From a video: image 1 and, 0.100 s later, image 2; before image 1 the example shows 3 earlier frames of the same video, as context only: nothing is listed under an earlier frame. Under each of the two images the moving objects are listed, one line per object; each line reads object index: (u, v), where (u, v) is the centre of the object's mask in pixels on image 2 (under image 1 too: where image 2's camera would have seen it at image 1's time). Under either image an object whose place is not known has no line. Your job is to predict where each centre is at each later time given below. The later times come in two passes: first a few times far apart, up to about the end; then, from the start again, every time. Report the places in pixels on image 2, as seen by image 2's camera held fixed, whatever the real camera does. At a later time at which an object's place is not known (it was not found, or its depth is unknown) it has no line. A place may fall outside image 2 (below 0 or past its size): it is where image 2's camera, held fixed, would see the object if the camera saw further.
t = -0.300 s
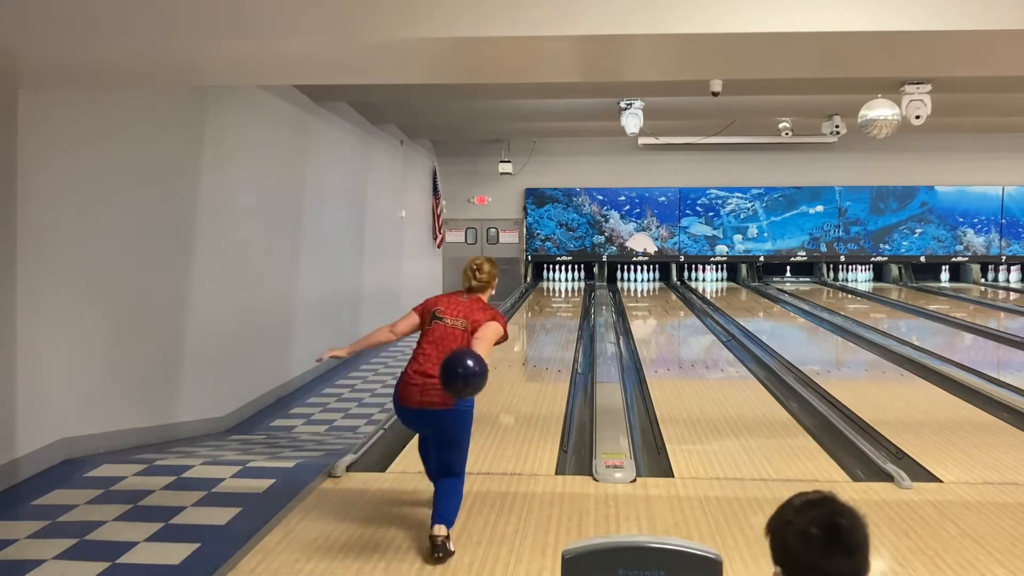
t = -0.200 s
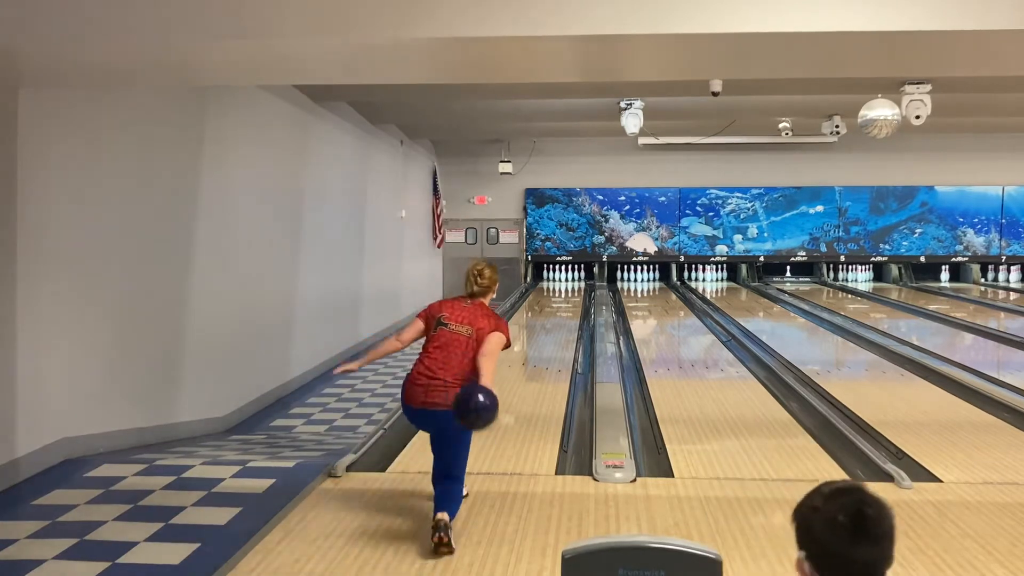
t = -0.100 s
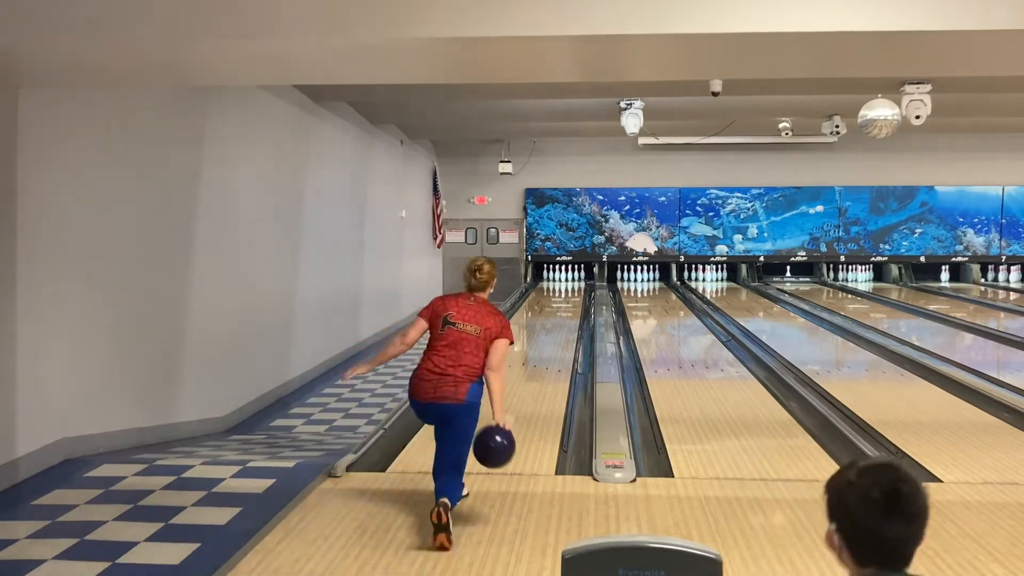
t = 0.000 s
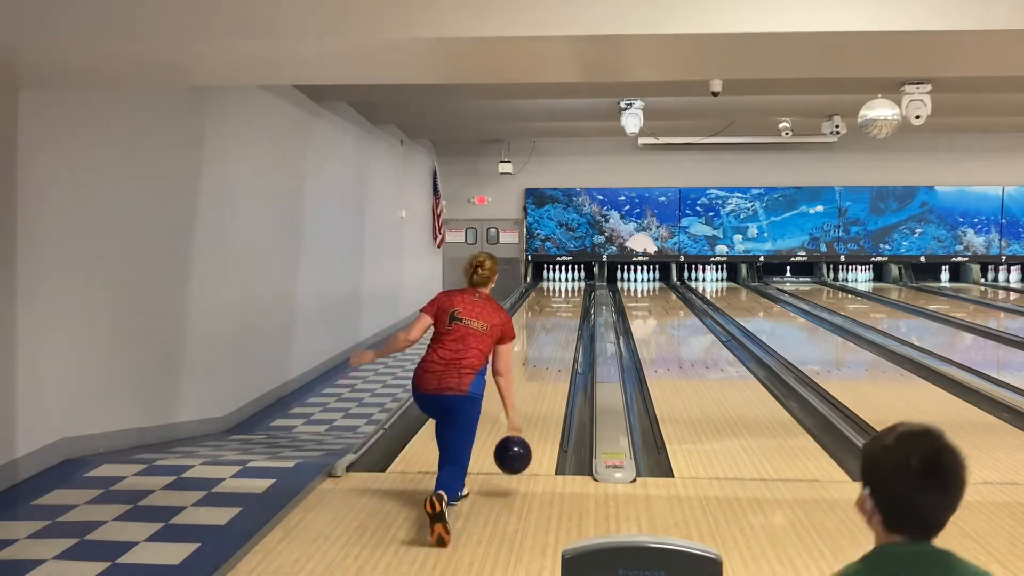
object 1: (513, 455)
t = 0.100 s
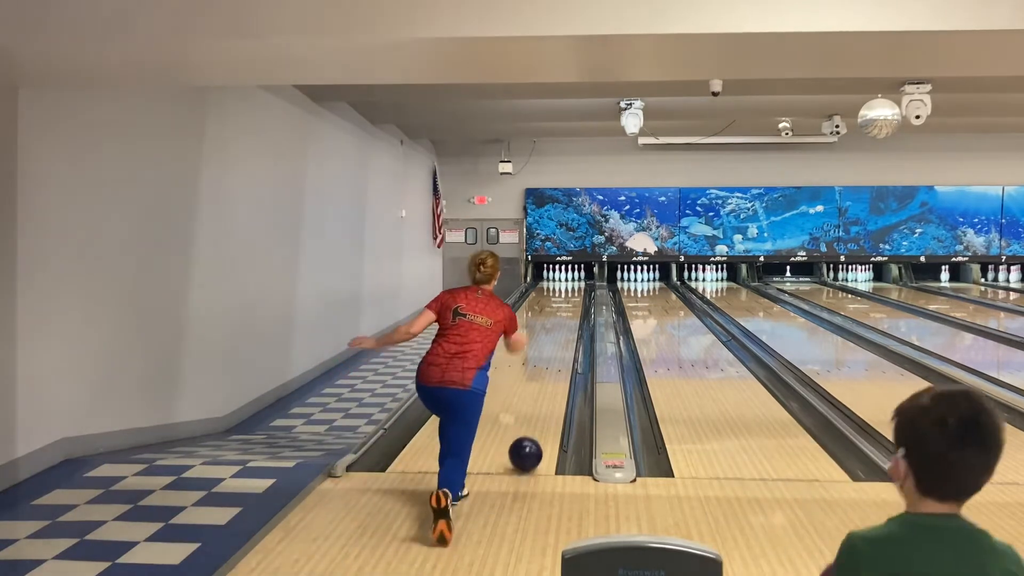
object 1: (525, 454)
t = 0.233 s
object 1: (538, 425)
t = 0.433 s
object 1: (551, 393)
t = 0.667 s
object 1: (561, 366)
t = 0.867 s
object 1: (567, 350)
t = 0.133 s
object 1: (529, 444)
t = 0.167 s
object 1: (532, 437)
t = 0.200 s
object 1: (535, 432)
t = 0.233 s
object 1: (538, 425)
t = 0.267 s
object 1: (540, 419)
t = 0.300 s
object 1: (543, 413)
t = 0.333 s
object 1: (545, 407)
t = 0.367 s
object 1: (547, 402)
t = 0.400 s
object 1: (549, 398)
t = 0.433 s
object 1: (551, 393)
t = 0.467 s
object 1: (553, 389)
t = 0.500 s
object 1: (554, 384)
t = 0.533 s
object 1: (556, 380)
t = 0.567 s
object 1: (557, 376)
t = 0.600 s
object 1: (559, 373)
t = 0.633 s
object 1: (560, 370)
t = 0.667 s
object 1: (561, 366)
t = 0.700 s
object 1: (562, 363)
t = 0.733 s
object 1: (563, 360)
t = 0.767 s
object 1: (564, 357)
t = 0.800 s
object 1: (565, 355)
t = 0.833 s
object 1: (566, 352)
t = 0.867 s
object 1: (567, 350)
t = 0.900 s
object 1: (568, 347)
